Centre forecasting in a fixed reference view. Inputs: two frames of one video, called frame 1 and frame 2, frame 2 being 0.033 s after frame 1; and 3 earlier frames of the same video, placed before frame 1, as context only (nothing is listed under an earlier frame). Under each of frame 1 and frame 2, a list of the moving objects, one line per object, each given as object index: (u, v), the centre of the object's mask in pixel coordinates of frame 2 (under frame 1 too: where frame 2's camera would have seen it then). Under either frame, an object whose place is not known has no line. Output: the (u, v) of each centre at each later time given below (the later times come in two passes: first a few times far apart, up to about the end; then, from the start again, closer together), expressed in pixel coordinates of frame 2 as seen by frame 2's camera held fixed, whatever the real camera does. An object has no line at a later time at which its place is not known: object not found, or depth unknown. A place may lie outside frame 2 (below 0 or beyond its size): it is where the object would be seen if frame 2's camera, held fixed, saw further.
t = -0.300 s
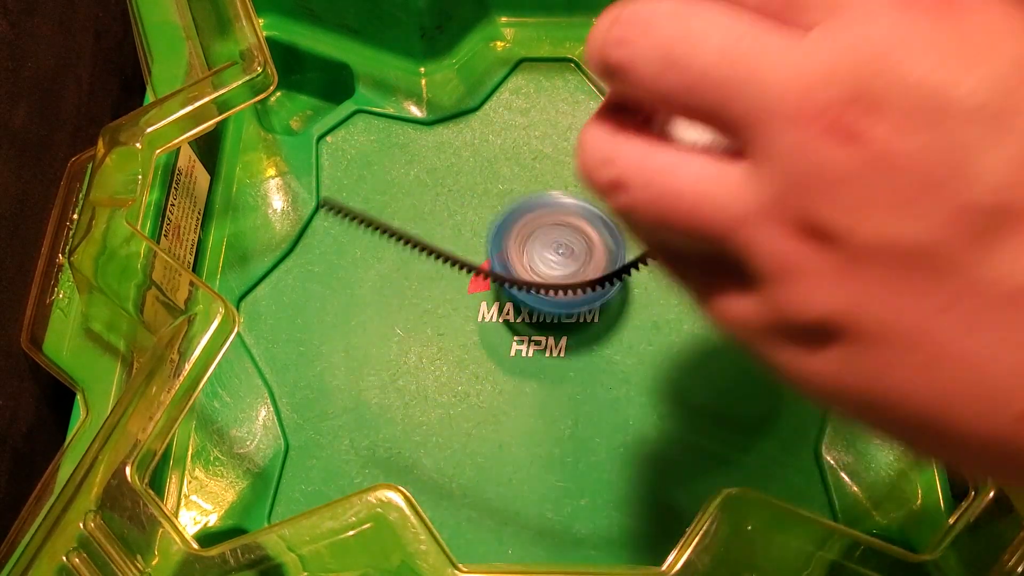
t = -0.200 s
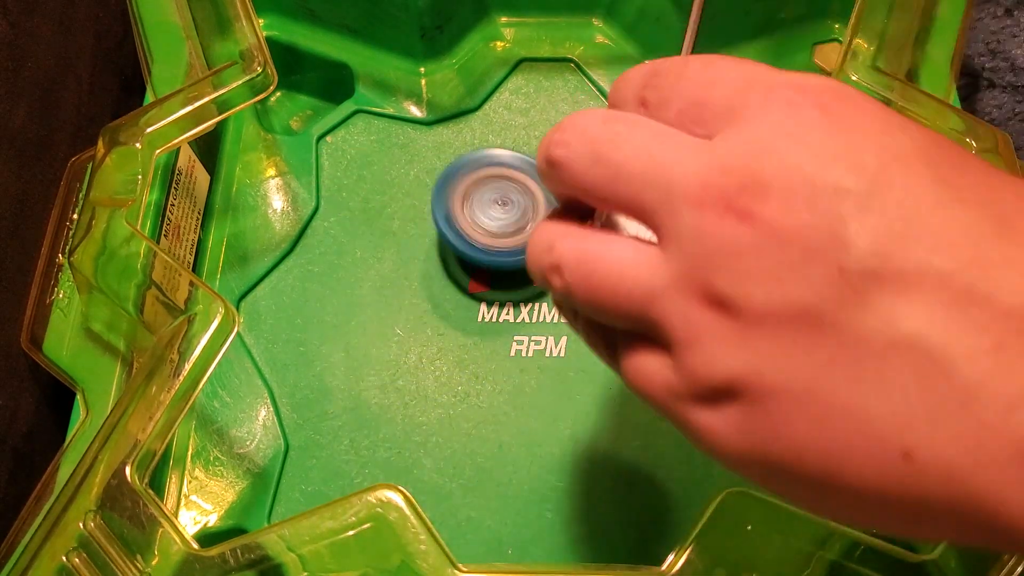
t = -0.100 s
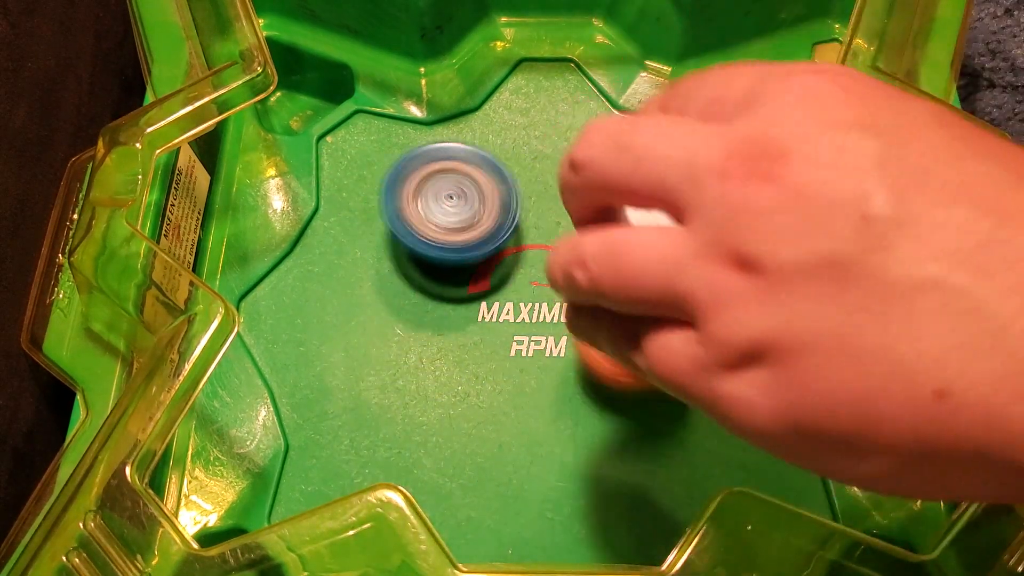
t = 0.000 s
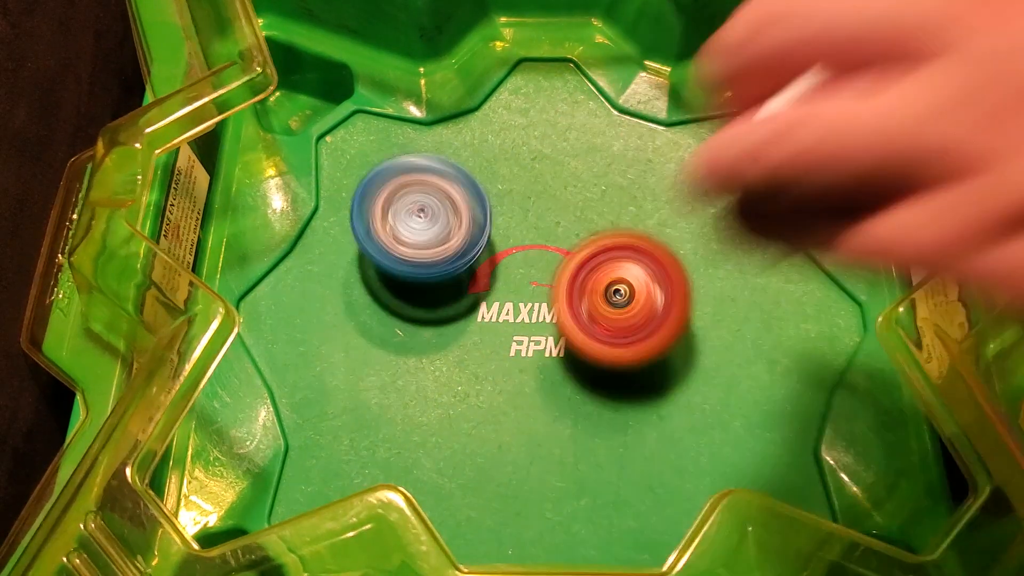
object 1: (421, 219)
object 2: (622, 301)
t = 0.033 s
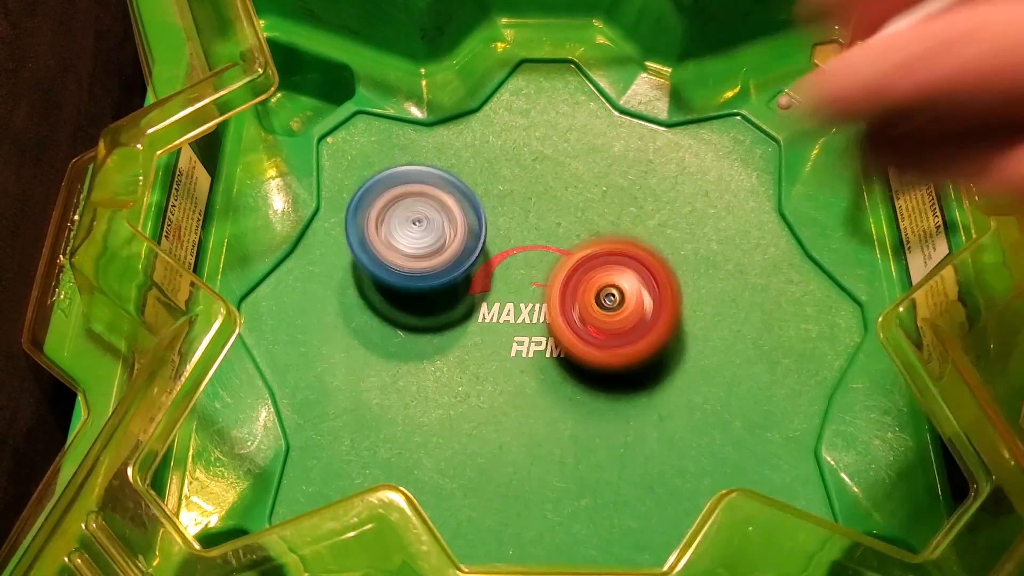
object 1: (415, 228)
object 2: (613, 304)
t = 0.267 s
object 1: (443, 318)
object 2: (623, 347)
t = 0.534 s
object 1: (577, 280)
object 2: (804, 393)
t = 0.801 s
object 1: (560, 204)
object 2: (705, 212)
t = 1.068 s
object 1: (662, 192)
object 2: (827, 341)
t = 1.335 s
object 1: (726, 265)
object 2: (655, 438)
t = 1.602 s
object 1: (579, 302)
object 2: (533, 446)
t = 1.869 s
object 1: (612, 302)
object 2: (549, 480)
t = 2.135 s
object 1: (583, 235)
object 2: (721, 447)
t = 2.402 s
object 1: (608, 204)
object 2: (811, 468)
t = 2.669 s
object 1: (603, 122)
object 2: (660, 523)
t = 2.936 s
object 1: (521, 87)
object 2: (590, 510)
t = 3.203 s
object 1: (505, 210)
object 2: (439, 408)
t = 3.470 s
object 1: (510, 398)
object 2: (342, 366)
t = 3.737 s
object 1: (518, 463)
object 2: (433, 259)
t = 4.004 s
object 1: (522, 428)
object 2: (458, 146)
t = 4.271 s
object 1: (543, 341)
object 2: (545, 207)
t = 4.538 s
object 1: (573, 316)
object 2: (675, 160)
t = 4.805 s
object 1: (537, 385)
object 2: (665, 195)
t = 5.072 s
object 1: (509, 457)
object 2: (668, 305)
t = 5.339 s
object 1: (505, 418)
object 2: (705, 406)
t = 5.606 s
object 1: (484, 272)
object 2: (616, 404)
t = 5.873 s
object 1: (516, 156)
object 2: (494, 439)
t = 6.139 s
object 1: (586, 195)
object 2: (480, 363)
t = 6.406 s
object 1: (635, 330)
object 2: (426, 261)
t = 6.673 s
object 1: (580, 447)
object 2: (474, 264)
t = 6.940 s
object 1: (486, 434)
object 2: (599, 233)
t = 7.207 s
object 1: (458, 314)
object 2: (621, 221)
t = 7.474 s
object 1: (469, 203)
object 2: (635, 325)
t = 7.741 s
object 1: (540, 205)
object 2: (677, 397)
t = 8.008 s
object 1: (613, 230)
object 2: (598, 422)
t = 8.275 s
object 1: (576, 262)
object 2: (509, 477)
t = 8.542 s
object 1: (507, 273)
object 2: (471, 396)
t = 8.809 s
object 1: (528, 135)
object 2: (431, 279)
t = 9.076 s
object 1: (623, 181)
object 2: (425, 225)
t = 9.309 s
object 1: (678, 337)
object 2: (479, 292)
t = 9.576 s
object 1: (617, 500)
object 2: (605, 315)
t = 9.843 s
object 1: (541, 445)
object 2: (646, 286)
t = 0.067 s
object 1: (411, 239)
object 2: (607, 300)
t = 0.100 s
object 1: (406, 251)
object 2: (602, 301)
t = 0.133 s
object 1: (401, 264)
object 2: (599, 304)
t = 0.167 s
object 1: (404, 279)
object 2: (600, 310)
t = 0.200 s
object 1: (411, 294)
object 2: (604, 320)
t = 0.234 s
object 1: (426, 305)
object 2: (612, 333)
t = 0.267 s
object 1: (443, 318)
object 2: (623, 347)
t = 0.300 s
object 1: (460, 329)
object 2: (637, 361)
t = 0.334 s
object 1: (478, 334)
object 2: (654, 373)
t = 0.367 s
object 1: (495, 332)
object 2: (675, 385)
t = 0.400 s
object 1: (513, 325)
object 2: (697, 395)
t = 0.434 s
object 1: (529, 313)
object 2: (723, 402)
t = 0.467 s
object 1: (548, 302)
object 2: (750, 405)
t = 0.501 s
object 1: (565, 290)
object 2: (777, 402)
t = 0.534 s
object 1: (577, 280)
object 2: (804, 393)
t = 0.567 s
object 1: (581, 271)
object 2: (824, 375)
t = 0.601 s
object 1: (582, 261)
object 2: (823, 350)
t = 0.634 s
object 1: (581, 248)
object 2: (828, 320)
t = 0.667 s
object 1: (581, 234)
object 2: (834, 285)
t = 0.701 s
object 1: (578, 222)
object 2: (828, 254)
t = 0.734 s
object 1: (575, 211)
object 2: (789, 233)
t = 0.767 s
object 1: (569, 207)
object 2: (748, 216)
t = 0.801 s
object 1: (560, 204)
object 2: (705, 212)
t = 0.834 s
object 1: (429, 157)
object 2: (737, 226)
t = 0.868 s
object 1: (316, 115)
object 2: (775, 244)
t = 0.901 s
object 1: (309, 86)
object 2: (819, 257)
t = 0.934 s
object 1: (365, 95)
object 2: (831, 276)
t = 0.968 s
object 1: (448, 128)
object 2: (836, 295)
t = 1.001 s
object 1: (523, 150)
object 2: (841, 313)
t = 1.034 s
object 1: (598, 174)
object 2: (837, 330)
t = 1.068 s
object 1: (662, 192)
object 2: (827, 341)
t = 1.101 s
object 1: (724, 212)
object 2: (811, 349)
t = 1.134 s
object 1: (773, 219)
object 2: (792, 358)
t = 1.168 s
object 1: (799, 215)
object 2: (771, 379)
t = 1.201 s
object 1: (803, 218)
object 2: (749, 397)
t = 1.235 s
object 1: (798, 230)
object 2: (725, 411)
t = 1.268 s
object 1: (777, 243)
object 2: (701, 422)
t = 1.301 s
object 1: (754, 253)
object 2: (677, 431)
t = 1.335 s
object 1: (726, 265)
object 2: (655, 438)
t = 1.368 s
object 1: (700, 273)
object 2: (633, 444)
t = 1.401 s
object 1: (673, 280)
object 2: (612, 446)
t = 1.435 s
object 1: (649, 284)
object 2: (593, 449)
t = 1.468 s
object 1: (626, 289)
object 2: (577, 449)
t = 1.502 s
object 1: (606, 291)
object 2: (562, 450)
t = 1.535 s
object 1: (592, 296)
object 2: (550, 449)
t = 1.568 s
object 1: (582, 300)
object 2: (540, 448)
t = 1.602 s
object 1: (579, 302)
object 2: (533, 446)
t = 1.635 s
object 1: (578, 304)
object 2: (528, 444)
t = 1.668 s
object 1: (583, 309)
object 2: (526, 442)
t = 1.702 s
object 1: (583, 311)
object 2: (526, 441)
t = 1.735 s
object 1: (583, 313)
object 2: (528, 440)
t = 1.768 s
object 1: (589, 310)
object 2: (529, 446)
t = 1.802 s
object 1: (597, 304)
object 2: (533, 456)
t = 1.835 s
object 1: (607, 302)
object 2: (538, 468)
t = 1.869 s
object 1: (612, 302)
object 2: (549, 480)
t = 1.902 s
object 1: (617, 301)
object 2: (566, 496)
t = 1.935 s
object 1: (620, 304)
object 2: (592, 506)
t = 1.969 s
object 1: (619, 305)
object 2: (619, 509)
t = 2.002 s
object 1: (620, 308)
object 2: (645, 501)
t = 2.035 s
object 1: (619, 311)
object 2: (684, 496)
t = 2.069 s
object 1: (617, 313)
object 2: (694, 459)
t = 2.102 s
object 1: (615, 315)
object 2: (702, 433)
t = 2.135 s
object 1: (583, 235)
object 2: (721, 447)
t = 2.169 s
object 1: (545, 158)
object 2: (751, 482)
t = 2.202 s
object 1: (506, 75)
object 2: (778, 494)
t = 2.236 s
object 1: (511, 32)
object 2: (805, 504)
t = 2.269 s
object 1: (537, 45)
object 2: (817, 500)
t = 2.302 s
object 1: (547, 75)
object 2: (823, 495)
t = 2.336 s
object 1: (570, 113)
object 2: (825, 493)
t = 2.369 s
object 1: (588, 152)
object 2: (819, 481)
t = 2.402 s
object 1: (608, 204)
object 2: (811, 468)
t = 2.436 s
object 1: (625, 245)
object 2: (796, 446)
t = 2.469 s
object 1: (640, 290)
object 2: (770, 432)
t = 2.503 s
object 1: (644, 329)
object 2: (738, 421)
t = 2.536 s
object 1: (644, 297)
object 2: (720, 441)
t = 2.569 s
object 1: (626, 247)
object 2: (698, 485)
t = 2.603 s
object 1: (619, 205)
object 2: (686, 510)
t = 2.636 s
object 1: (615, 156)
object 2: (676, 522)
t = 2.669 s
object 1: (603, 122)
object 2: (660, 523)
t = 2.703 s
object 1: (598, 92)
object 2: (633, 515)
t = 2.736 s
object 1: (587, 65)
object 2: (623, 512)
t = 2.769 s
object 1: (568, 58)
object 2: (616, 510)
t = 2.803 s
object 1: (550, 59)
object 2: (611, 511)
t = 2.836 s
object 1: (538, 60)
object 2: (605, 514)
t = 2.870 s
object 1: (530, 65)
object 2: (600, 515)
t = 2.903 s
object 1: (525, 75)
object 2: (595, 514)
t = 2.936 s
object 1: (521, 87)
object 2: (590, 510)
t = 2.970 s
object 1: (518, 100)
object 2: (580, 504)
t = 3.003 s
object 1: (517, 113)
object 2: (567, 494)
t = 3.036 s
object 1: (514, 125)
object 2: (548, 478)
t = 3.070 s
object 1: (511, 139)
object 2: (528, 462)
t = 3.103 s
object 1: (509, 155)
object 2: (507, 447)
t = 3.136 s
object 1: (508, 171)
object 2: (484, 433)
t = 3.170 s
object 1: (507, 190)
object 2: (462, 420)
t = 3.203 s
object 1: (505, 210)
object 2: (439, 408)
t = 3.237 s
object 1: (503, 233)
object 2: (417, 398)
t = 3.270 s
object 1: (502, 256)
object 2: (396, 389)
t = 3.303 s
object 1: (502, 281)
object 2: (376, 382)
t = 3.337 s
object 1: (502, 308)
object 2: (358, 377)
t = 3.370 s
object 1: (505, 331)
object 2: (345, 376)
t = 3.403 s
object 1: (506, 355)
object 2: (341, 372)
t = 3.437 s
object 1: (507, 378)
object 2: (340, 369)
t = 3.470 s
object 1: (510, 398)
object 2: (342, 366)
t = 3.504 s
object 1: (512, 418)
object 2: (349, 359)
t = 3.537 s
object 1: (514, 433)
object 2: (358, 351)
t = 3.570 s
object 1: (513, 445)
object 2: (370, 342)
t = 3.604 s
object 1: (513, 455)
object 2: (384, 330)
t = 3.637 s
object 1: (514, 461)
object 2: (400, 314)
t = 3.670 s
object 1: (516, 463)
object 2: (413, 296)
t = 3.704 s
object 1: (518, 463)
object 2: (424, 279)
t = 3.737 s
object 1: (518, 463)
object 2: (433, 259)
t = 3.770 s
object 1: (520, 462)
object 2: (441, 242)
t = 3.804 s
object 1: (522, 461)
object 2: (449, 226)
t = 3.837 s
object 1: (523, 457)
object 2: (453, 206)
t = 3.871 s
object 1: (522, 453)
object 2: (458, 189)
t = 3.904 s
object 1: (522, 449)
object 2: (460, 173)
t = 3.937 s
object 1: (522, 444)
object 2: (460, 160)
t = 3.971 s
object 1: (522, 436)
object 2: (459, 150)
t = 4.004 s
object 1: (522, 428)
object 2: (458, 146)
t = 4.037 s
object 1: (523, 420)
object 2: (459, 147)
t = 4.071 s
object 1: (524, 412)
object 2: (462, 150)
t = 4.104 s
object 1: (526, 403)
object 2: (468, 157)
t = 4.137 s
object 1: (529, 393)
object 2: (477, 165)
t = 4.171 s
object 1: (531, 382)
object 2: (489, 176)
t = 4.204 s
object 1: (534, 371)
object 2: (506, 188)
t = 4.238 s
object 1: (538, 355)
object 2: (524, 198)
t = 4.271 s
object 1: (543, 341)
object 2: (545, 207)
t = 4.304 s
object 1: (543, 341)
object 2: (567, 206)
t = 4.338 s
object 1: (544, 341)
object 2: (589, 202)
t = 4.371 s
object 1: (548, 336)
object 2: (609, 196)
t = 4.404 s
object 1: (553, 332)
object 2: (628, 189)
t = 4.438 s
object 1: (556, 327)
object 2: (644, 182)
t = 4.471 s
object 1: (561, 323)
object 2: (659, 174)
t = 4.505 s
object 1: (566, 320)
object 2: (669, 166)
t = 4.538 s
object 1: (573, 316)
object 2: (675, 160)
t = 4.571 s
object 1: (578, 313)
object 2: (675, 158)
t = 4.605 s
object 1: (583, 310)
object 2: (671, 160)
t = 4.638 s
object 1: (587, 309)
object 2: (667, 165)
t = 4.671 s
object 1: (591, 308)
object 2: (662, 175)
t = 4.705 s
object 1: (594, 309)
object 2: (655, 189)
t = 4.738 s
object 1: (574, 339)
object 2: (659, 190)
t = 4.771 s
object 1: (553, 363)
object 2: (663, 192)
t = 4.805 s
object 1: (537, 385)
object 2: (665, 195)
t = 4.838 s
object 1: (530, 402)
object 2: (667, 201)
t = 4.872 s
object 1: (526, 418)
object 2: (666, 209)
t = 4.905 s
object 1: (522, 432)
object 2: (663, 221)
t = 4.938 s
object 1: (518, 444)
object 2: (663, 235)
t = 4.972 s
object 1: (515, 452)
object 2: (662, 252)
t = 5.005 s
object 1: (511, 456)
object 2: (663, 270)
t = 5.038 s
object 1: (509, 457)
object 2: (666, 287)
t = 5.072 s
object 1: (509, 457)
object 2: (668, 305)
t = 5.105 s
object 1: (509, 456)
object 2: (671, 323)
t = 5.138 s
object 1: (507, 453)
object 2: (677, 339)
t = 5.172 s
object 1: (507, 450)
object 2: (682, 355)
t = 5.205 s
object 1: (507, 444)
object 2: (688, 370)
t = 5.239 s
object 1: (505, 439)
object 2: (694, 383)
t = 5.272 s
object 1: (504, 433)
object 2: (700, 394)
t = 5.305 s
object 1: (505, 426)
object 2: (704, 401)
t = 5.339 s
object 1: (505, 418)
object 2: (705, 406)
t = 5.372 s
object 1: (506, 410)
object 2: (703, 407)
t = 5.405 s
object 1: (508, 398)
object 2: (697, 407)
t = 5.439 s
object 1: (509, 384)
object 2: (689, 405)
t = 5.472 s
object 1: (512, 370)
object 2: (677, 403)
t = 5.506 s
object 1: (517, 354)
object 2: (659, 401)
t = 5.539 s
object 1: (509, 327)
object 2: (646, 401)
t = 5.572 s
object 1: (493, 295)
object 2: (632, 403)
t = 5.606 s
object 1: (484, 272)
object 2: (616, 404)
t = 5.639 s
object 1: (480, 248)
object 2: (598, 407)
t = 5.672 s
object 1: (482, 232)
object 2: (580, 411)
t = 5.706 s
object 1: (484, 215)
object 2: (562, 415)
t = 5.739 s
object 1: (485, 200)
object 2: (546, 421)
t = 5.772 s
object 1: (490, 187)
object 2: (530, 424)
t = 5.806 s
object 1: (495, 174)
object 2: (516, 430)
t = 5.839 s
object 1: (500, 166)
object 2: (505, 434)
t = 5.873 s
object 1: (516, 156)
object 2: (494, 439)
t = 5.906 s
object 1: (522, 157)
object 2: (491, 436)
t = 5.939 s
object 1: (532, 157)
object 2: (490, 433)
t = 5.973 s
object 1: (539, 158)
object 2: (490, 428)
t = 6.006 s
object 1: (546, 165)
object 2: (488, 419)
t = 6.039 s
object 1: (557, 170)
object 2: (488, 407)
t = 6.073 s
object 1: (564, 177)
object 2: (486, 394)
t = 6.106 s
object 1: (577, 187)
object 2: (485, 380)
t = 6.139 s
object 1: (586, 195)
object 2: (480, 363)
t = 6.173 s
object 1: (595, 209)
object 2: (476, 345)
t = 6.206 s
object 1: (605, 224)
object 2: (469, 332)
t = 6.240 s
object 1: (613, 239)
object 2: (465, 316)
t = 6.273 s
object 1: (621, 256)
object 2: (457, 302)
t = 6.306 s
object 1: (627, 275)
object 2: (450, 288)
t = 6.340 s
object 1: (631, 293)
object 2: (441, 278)
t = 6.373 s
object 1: (634, 312)
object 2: (433, 267)
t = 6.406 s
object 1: (635, 330)
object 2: (426, 261)
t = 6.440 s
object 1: (634, 349)
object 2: (420, 257)
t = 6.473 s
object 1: (631, 365)
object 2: (420, 257)
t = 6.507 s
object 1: (627, 382)
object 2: (422, 257)
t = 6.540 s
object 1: (622, 398)
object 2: (427, 258)
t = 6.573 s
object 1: (613, 412)
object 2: (433, 262)
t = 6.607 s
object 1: (603, 426)
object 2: (445, 262)
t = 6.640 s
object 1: (593, 438)
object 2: (459, 265)
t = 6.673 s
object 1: (580, 447)
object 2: (474, 264)
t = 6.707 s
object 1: (568, 454)
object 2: (492, 264)
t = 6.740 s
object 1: (556, 457)
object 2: (507, 263)
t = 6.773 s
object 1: (542, 459)
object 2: (524, 257)
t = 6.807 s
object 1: (532, 457)
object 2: (540, 255)
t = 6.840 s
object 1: (518, 454)
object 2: (558, 249)
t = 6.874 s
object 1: (507, 450)
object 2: (572, 244)
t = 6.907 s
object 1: (497, 443)
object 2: (583, 239)
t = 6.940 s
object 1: (486, 434)
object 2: (599, 233)
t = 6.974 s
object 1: (478, 423)
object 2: (608, 228)
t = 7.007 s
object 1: (467, 411)
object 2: (617, 220)
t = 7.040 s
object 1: (464, 399)
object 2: (624, 217)
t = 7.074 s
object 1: (458, 381)
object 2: (626, 212)
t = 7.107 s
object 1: (455, 365)
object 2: (628, 210)
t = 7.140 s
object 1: (454, 349)
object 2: (627, 213)
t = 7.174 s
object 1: (456, 332)
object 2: (624, 216)
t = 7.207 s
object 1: (458, 314)
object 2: (621, 221)
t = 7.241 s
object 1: (463, 299)
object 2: (618, 230)
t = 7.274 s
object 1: (470, 283)
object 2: (615, 241)
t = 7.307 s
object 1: (477, 268)
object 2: (614, 252)
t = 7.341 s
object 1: (470, 246)
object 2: (618, 268)
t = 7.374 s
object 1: (463, 233)
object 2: (621, 281)
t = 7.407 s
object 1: (463, 221)
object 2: (626, 296)
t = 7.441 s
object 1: (465, 211)
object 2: (630, 311)
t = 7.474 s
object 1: (469, 203)
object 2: (635, 325)
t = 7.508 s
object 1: (475, 200)
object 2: (642, 340)
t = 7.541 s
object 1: (482, 194)
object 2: (647, 353)
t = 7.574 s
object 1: (489, 196)
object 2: (653, 365)
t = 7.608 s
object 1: (498, 193)
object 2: (660, 376)
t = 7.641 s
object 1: (506, 195)
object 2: (667, 386)
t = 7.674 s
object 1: (517, 198)
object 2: (673, 392)
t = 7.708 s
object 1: (527, 201)
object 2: (676, 394)
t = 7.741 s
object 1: (540, 205)
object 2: (677, 397)
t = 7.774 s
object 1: (551, 214)
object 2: (672, 395)
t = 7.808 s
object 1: (563, 222)
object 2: (666, 392)
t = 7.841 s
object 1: (575, 234)
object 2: (659, 388)
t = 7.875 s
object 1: (585, 244)
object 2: (648, 384)
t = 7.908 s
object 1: (595, 257)
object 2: (633, 382)
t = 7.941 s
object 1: (601, 246)
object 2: (619, 393)
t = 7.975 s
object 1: (606, 232)
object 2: (607, 409)
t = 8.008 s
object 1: (613, 230)
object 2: (598, 422)
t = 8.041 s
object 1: (613, 233)
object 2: (586, 431)
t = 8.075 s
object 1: (609, 235)
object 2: (574, 442)
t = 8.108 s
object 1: (606, 236)
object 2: (564, 451)
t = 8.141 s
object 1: (604, 239)
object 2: (551, 461)
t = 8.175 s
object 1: (599, 245)
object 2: (540, 469)
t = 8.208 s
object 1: (592, 249)
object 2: (527, 472)
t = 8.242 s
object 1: (585, 256)
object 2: (517, 477)
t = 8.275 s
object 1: (576, 262)
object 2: (509, 477)
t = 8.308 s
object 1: (568, 267)
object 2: (504, 476)
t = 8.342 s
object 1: (558, 271)
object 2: (500, 472)
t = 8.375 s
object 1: (546, 276)
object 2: (496, 462)
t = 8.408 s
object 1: (534, 278)
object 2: (490, 451)
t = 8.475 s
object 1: (511, 283)
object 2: (482, 421)
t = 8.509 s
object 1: (502, 283)
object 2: (479, 407)
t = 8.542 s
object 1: (507, 273)
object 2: (471, 396)
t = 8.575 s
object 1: (519, 252)
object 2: (463, 383)
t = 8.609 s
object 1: (526, 230)
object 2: (455, 369)
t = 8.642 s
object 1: (531, 208)
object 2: (449, 354)
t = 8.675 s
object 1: (534, 188)
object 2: (443, 338)
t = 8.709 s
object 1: (534, 170)
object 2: (438, 324)
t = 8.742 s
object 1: (532, 155)
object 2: (435, 307)
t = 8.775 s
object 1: (531, 145)
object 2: (432, 293)
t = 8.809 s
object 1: (528, 135)
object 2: (431, 279)
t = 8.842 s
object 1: (529, 131)
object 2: (430, 267)
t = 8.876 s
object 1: (530, 132)
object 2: (432, 254)
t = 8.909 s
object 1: (528, 136)
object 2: (434, 242)
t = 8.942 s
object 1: (528, 137)
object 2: (440, 232)
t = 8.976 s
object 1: (532, 141)
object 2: (445, 222)
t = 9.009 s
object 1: (545, 149)
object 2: (436, 217)
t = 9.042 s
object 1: (586, 155)
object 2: (428, 218)
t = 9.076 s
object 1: (623, 181)
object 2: (425, 225)
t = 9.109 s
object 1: (642, 204)
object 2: (424, 233)
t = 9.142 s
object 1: (663, 219)
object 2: (428, 240)
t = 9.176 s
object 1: (680, 244)
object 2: (434, 249)
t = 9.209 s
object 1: (683, 267)
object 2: (441, 259)
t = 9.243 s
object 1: (687, 288)
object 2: (450, 268)
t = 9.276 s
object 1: (686, 313)
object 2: (462, 281)
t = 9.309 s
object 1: (678, 337)
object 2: (479, 292)
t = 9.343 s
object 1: (668, 359)
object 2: (496, 301)
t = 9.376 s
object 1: (659, 380)
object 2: (515, 310)
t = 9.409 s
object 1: (650, 402)
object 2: (537, 320)
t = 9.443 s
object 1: (640, 421)
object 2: (557, 326)
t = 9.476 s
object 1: (643, 449)
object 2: (569, 321)
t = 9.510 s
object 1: (641, 476)
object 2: (586, 320)
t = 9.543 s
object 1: (631, 491)
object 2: (594, 317)
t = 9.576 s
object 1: (617, 500)
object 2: (605, 315)
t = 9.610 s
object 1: (599, 506)
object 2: (619, 313)
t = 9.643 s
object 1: (584, 505)
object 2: (627, 309)
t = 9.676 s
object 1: (575, 506)
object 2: (634, 306)
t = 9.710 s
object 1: (568, 489)
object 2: (642, 302)
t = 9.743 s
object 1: (564, 479)
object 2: (646, 296)
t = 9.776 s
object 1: (557, 470)
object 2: (648, 293)
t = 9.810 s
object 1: (549, 458)
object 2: (648, 291)
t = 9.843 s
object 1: (541, 445)
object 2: (646, 286)
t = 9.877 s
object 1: (530, 428)
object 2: (640, 285)
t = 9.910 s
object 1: (521, 406)
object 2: (634, 286)
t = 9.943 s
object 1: (511, 385)
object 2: (628, 285)
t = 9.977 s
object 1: (500, 364)
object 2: (620, 285)
